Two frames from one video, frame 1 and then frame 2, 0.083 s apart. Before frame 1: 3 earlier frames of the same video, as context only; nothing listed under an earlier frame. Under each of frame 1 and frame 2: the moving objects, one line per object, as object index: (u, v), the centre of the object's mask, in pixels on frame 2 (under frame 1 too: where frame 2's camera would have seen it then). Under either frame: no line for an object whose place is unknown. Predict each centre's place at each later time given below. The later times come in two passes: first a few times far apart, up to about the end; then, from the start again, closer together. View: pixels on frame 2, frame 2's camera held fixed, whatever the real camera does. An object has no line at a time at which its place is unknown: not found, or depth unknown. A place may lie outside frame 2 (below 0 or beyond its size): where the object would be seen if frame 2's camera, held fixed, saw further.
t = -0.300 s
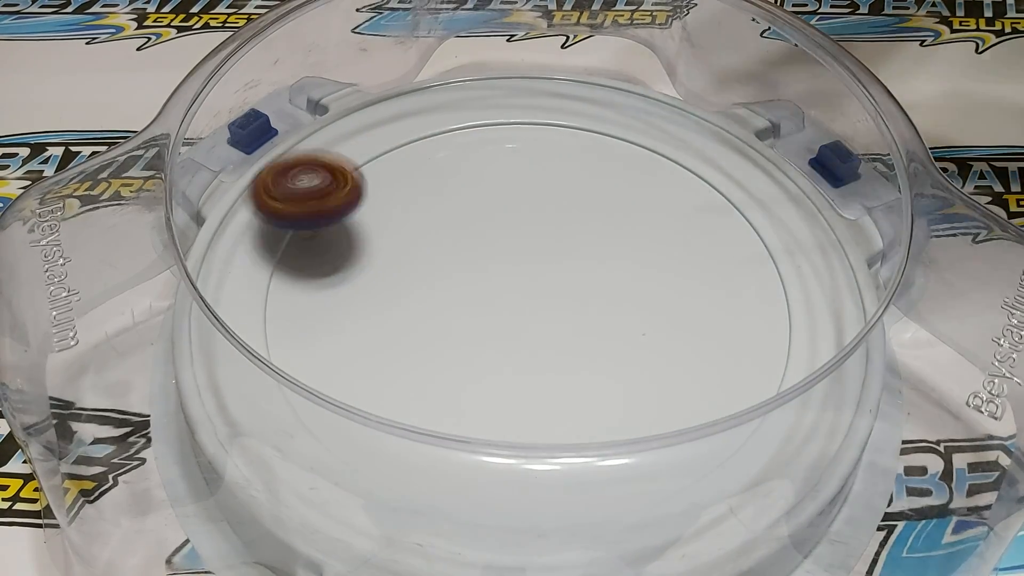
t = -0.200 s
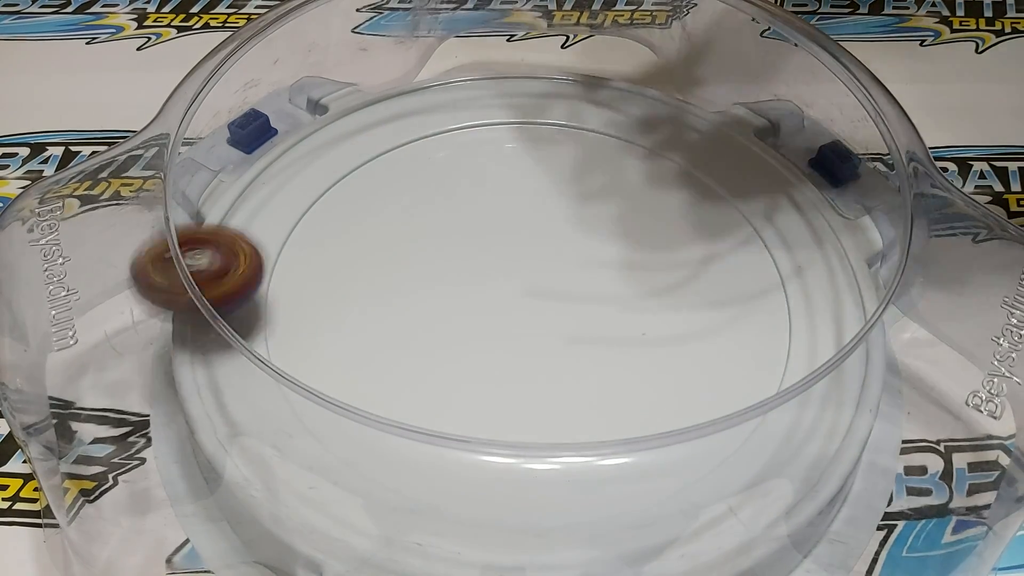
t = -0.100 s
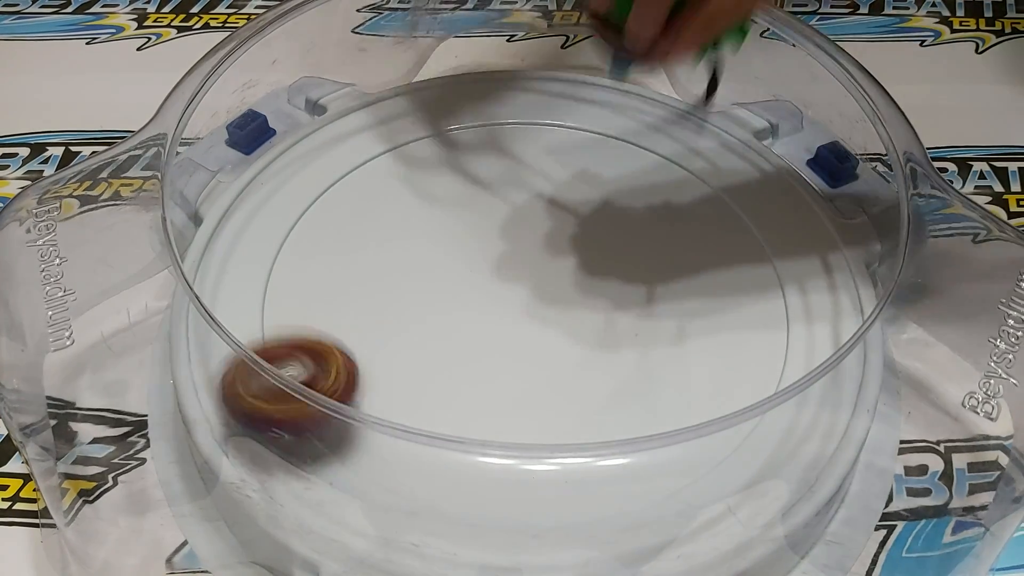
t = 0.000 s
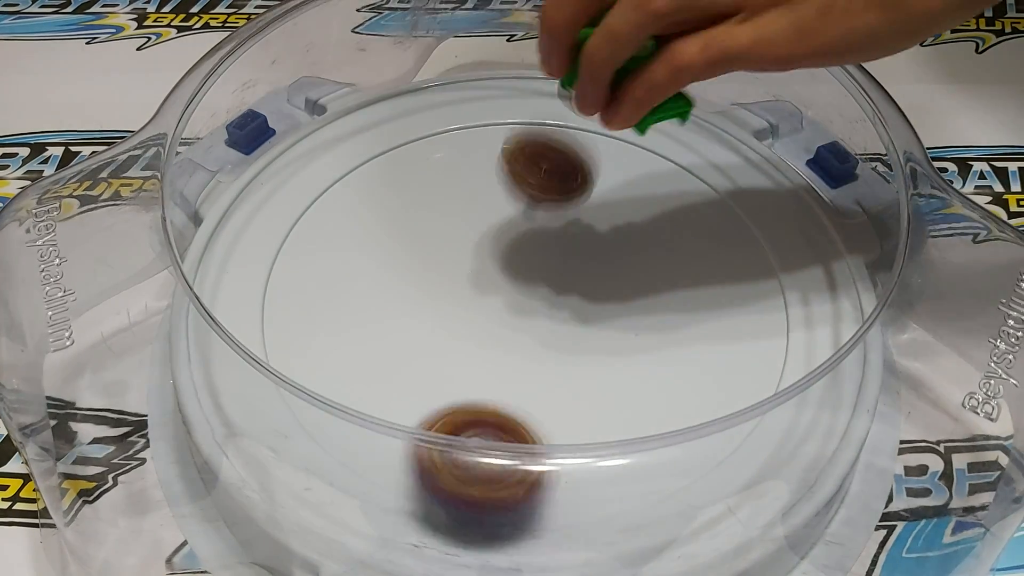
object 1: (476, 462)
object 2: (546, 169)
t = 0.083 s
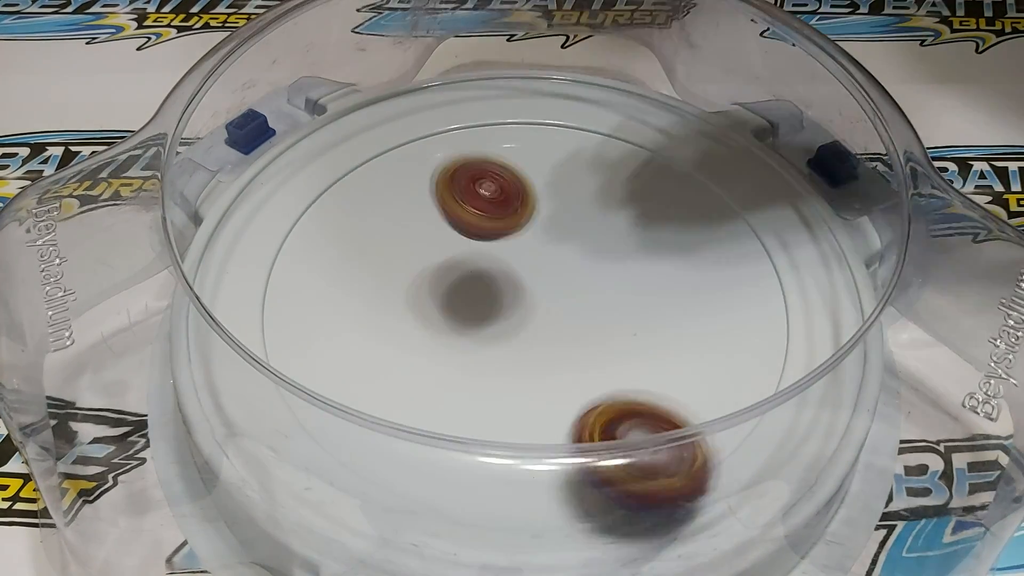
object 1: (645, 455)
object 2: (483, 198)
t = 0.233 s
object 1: (748, 313)
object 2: (359, 336)
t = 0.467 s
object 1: (517, 83)
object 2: (465, 352)
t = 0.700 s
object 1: (384, 258)
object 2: (669, 206)
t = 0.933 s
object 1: (561, 434)
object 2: (619, 157)
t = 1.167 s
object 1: (774, 270)
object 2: (415, 252)
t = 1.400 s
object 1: (560, 145)
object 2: (426, 350)
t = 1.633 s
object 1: (338, 226)
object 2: (664, 317)
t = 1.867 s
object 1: (480, 408)
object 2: (722, 172)
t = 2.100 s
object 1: (701, 314)
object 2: (548, 121)
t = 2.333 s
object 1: (568, 183)
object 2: (323, 228)
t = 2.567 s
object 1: (390, 218)
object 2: (436, 484)
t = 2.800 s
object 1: (445, 343)
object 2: (779, 328)
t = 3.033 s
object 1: (642, 326)
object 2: (556, 104)
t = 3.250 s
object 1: (623, 225)
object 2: (263, 253)
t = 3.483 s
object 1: (475, 208)
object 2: (694, 442)
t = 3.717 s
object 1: (421, 318)
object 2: (567, 104)
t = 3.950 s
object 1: (550, 347)
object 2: (288, 375)
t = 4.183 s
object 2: (748, 213)
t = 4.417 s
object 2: (273, 226)
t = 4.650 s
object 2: (772, 293)
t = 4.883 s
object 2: (302, 187)
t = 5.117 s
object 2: (775, 329)
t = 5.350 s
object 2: (352, 147)
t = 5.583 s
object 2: (717, 417)
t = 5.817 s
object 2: (492, 98)
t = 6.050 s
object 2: (451, 469)
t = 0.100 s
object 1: (671, 447)
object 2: (469, 194)
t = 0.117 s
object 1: (694, 439)
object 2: (455, 194)
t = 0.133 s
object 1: (710, 420)
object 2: (441, 199)
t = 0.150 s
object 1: (724, 403)
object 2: (425, 209)
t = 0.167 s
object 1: (724, 379)
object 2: (410, 224)
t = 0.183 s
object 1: (736, 366)
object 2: (395, 245)
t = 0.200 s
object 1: (746, 349)
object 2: (382, 271)
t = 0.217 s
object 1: (748, 331)
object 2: (370, 301)
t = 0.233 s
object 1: (748, 313)
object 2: (359, 336)
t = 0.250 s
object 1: (745, 292)
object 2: (356, 339)
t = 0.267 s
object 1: (736, 271)
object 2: (356, 333)
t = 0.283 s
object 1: (724, 251)
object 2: (357, 333)
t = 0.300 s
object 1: (712, 232)
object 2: (360, 337)
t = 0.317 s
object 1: (700, 213)
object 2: (362, 346)
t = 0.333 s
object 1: (683, 195)
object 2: (366, 359)
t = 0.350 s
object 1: (665, 179)
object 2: (373, 361)
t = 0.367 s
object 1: (644, 158)
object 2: (383, 360)
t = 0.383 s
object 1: (623, 144)
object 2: (393, 363)
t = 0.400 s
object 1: (603, 134)
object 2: (405, 362)
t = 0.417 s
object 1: (582, 116)
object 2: (419, 362)
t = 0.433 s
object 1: (560, 100)
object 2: (434, 359)
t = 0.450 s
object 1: (539, 89)
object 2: (449, 356)
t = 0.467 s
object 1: (517, 83)
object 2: (465, 352)
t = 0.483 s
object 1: (495, 78)
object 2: (483, 346)
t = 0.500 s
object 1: (471, 69)
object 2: (499, 340)
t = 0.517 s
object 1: (448, 63)
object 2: (517, 332)
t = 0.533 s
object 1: (436, 69)
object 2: (536, 325)
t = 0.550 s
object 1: (431, 82)
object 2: (554, 317)
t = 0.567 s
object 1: (424, 99)
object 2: (570, 306)
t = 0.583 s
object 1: (418, 115)
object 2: (586, 294)
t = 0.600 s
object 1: (411, 135)
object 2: (601, 283)
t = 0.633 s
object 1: (402, 170)
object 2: (628, 259)
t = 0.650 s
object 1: (396, 191)
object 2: (639, 246)
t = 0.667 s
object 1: (391, 216)
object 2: (650, 233)
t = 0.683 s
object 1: (386, 237)
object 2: (661, 221)
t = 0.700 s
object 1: (384, 258)
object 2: (669, 206)
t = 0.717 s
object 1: (382, 282)
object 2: (676, 197)
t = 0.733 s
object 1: (384, 299)
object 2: (682, 184)
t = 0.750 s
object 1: (385, 324)
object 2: (687, 174)
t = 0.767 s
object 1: (389, 342)
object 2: (690, 164)
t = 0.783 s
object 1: (395, 361)
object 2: (692, 154)
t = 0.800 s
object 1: (405, 371)
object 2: (693, 147)
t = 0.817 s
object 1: (419, 381)
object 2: (692, 140)
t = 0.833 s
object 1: (433, 393)
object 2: (686, 138)
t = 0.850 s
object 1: (451, 399)
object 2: (678, 140)
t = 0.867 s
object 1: (471, 405)
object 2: (668, 142)
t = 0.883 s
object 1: (486, 424)
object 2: (657, 144)
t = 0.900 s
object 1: (510, 428)
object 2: (646, 148)
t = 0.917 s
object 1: (536, 429)
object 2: (633, 152)
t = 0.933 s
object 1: (561, 434)
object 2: (619, 157)
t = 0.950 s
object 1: (589, 428)
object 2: (606, 163)
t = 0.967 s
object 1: (615, 429)
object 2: (592, 170)
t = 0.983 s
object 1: (641, 421)
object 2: (577, 175)
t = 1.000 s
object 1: (664, 411)
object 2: (561, 181)
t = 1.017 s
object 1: (686, 401)
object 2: (546, 189)
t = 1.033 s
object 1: (700, 383)
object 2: (530, 195)
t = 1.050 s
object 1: (720, 372)
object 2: (514, 204)
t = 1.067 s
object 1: (740, 359)
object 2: (499, 210)
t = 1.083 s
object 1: (755, 345)
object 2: (483, 216)
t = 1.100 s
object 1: (766, 330)
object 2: (468, 223)
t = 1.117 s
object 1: (774, 317)
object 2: (454, 230)
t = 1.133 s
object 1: (777, 299)
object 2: (440, 237)
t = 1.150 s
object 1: (776, 282)
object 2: (427, 245)
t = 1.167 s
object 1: (774, 270)
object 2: (415, 252)
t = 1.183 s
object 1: (769, 253)
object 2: (405, 259)
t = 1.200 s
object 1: (760, 239)
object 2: (395, 266)
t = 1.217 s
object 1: (751, 228)
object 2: (388, 274)
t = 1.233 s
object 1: (740, 214)
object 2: (382, 281)
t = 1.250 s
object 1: (727, 205)
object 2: (378, 289)
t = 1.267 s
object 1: (712, 193)
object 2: (376, 296)
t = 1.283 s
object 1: (695, 181)
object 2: (375, 304)
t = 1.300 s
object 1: (678, 176)
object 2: (377, 312)
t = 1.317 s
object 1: (659, 166)
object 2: (380, 319)
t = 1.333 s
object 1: (640, 161)
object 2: (385, 326)
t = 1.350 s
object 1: (620, 156)
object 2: (393, 333)
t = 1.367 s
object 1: (600, 151)
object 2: (401, 339)
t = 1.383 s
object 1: (579, 148)
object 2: (412, 345)
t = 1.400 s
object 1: (560, 145)
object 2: (426, 350)
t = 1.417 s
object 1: (540, 144)
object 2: (438, 355)
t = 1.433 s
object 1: (519, 143)
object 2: (453, 357)
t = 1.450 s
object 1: (499, 145)
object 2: (469, 360)
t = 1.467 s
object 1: (479, 148)
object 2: (487, 362)
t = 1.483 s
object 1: (461, 149)
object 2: (504, 362)
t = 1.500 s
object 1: (444, 153)
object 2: (522, 361)
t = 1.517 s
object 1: (428, 159)
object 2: (541, 360)
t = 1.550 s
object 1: (395, 174)
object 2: (579, 352)
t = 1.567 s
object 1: (380, 181)
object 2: (597, 347)
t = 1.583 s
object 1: (367, 191)
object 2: (615, 341)
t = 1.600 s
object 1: (354, 205)
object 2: (632, 334)
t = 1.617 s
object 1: (346, 213)
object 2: (649, 326)
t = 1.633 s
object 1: (338, 226)
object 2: (664, 317)
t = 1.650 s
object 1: (331, 242)
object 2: (679, 307)
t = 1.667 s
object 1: (327, 255)
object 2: (691, 298)
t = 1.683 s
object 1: (325, 272)
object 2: (702, 287)
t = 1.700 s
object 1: (326, 287)
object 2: (713, 275)
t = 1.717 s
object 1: (331, 303)
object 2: (720, 264)
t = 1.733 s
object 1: (337, 324)
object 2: (727, 253)
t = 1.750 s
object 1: (348, 342)
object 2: (733, 240)
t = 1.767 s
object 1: (362, 356)
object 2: (736, 230)
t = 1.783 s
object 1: (379, 370)
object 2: (737, 220)
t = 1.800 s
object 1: (398, 380)
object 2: (737, 209)
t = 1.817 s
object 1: (419, 391)
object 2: (736, 198)
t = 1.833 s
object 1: (438, 398)
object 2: (733, 190)
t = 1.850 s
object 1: (455, 414)
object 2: (728, 181)
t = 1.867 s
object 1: (480, 408)
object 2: (722, 172)
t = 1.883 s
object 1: (502, 409)
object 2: (715, 165)
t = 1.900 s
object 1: (524, 411)
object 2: (707, 158)
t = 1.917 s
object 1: (547, 413)
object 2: (698, 151)
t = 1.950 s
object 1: (592, 408)
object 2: (677, 140)
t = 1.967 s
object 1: (612, 403)
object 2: (666, 136)
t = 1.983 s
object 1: (631, 396)
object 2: (653, 132)
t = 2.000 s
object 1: (649, 389)
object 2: (640, 129)
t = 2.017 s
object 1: (665, 381)
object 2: (626, 126)
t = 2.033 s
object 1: (679, 368)
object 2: (611, 124)
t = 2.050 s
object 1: (690, 356)
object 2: (596, 123)
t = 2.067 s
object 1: (695, 342)
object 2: (580, 122)
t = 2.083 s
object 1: (700, 331)
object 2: (564, 122)
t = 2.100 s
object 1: (701, 314)
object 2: (548, 121)
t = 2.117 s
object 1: (701, 300)
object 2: (531, 122)
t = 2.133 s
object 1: (699, 289)
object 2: (514, 122)
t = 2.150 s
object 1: (696, 274)
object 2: (496, 124)
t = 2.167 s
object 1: (690, 263)
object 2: (478, 127)
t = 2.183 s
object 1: (683, 251)
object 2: (459, 132)
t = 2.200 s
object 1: (674, 239)
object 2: (441, 137)
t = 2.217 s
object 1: (663, 232)
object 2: (423, 143)
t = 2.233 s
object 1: (652, 223)
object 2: (405, 151)
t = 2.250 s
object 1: (639, 214)
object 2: (389, 161)
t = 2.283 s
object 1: (612, 199)
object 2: (358, 185)
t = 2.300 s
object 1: (598, 194)
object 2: (346, 198)
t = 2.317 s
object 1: (584, 187)
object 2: (334, 213)
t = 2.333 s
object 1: (568, 183)
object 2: (323, 228)
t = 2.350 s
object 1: (552, 178)
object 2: (315, 246)
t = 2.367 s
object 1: (538, 175)
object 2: (309, 265)
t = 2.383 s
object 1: (524, 173)
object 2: (305, 284)
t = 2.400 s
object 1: (510, 169)
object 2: (303, 303)
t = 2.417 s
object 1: (494, 169)
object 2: (305, 323)
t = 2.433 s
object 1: (479, 173)
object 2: (311, 339)
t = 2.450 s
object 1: (465, 174)
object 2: (313, 363)
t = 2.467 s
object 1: (451, 178)
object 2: (322, 384)
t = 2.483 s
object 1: (437, 182)
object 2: (334, 404)
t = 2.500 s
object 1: (427, 186)
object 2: (348, 423)
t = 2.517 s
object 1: (417, 192)
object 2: (368, 441)
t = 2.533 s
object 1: (408, 199)
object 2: (387, 460)
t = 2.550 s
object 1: (399, 207)
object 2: (409, 476)
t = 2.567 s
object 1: (390, 218)
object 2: (436, 484)
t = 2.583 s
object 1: (382, 228)
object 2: (468, 488)
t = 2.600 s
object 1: (377, 240)
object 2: (501, 490)
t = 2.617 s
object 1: (372, 251)
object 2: (531, 488)
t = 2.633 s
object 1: (371, 261)
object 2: (567, 485)
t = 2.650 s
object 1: (371, 274)
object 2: (597, 480)
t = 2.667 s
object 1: (373, 282)
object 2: (630, 472)
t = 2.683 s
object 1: (377, 292)
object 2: (661, 462)
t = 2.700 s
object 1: (381, 299)
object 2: (690, 449)
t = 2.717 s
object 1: (387, 310)
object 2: (715, 435)
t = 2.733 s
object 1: (395, 318)
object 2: (737, 416)
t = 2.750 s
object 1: (405, 324)
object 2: (750, 396)
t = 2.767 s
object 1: (417, 332)
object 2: (761, 372)
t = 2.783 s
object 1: (431, 337)
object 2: (769, 348)
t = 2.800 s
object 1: (445, 343)
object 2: (779, 328)
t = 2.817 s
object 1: (461, 348)
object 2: (785, 304)
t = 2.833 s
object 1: (477, 351)
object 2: (783, 281)
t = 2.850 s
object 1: (491, 354)
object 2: (777, 259)
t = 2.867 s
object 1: (507, 356)
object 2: (768, 237)
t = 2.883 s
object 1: (523, 361)
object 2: (758, 216)
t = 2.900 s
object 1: (540, 359)
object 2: (743, 197)
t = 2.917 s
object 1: (557, 360)
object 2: (725, 179)
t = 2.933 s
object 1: (573, 357)
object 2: (708, 164)
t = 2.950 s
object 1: (588, 352)
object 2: (684, 148)
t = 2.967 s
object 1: (600, 348)
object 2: (663, 135)
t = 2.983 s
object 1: (613, 343)
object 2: (638, 125)
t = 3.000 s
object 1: (624, 340)
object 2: (611, 117)
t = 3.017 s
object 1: (634, 333)
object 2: (584, 109)
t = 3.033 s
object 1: (642, 326)
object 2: (556, 104)
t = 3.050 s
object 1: (649, 317)
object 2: (528, 103)
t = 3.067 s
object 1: (654, 311)
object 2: (500, 102)
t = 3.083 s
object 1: (656, 303)
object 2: (472, 105)
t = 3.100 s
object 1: (658, 296)
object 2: (445, 107)
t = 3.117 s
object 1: (659, 288)
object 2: (418, 115)
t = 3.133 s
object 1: (659, 279)
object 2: (392, 125)
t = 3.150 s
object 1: (658, 267)
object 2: (368, 135)
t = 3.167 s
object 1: (654, 261)
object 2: (343, 147)
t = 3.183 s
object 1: (649, 254)
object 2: (322, 163)
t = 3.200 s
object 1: (644, 247)
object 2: (304, 182)
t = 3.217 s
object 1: (637, 238)
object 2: (285, 203)
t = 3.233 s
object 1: (630, 232)
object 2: (270, 225)
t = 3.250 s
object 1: (623, 225)
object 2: (263, 253)
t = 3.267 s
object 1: (613, 217)
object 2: (259, 280)
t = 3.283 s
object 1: (603, 213)
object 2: (263, 304)
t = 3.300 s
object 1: (592, 208)
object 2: (265, 336)
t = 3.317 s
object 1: (583, 206)
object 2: (278, 367)
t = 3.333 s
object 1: (573, 201)
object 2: (298, 399)
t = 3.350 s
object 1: (562, 197)
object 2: (330, 423)
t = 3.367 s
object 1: (551, 194)
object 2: (364, 448)
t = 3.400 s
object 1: (527, 197)
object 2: (452, 486)
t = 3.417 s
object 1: (517, 195)
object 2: (504, 489)
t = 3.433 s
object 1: (505, 199)
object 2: (556, 488)
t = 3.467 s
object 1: (484, 204)
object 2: (652, 465)
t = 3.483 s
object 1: (475, 208)
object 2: (694, 442)
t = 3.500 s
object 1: (466, 215)
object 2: (725, 413)
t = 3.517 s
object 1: (458, 219)
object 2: (750, 385)
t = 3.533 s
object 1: (451, 224)
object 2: (763, 350)
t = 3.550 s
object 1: (444, 229)
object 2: (776, 321)
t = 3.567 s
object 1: (437, 234)
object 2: (776, 288)
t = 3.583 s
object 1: (430, 243)
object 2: (770, 256)
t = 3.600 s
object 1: (424, 253)
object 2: (757, 227)
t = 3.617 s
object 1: (421, 261)
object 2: (742, 201)
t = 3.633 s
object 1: (418, 269)
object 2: (718, 177)
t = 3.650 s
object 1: (415, 277)
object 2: (692, 156)
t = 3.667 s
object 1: (414, 286)
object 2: (665, 137)
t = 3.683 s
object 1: (415, 297)
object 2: (632, 124)
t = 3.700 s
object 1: (417, 307)
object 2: (600, 112)
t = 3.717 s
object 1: (421, 318)
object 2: (567, 104)
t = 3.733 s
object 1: (425, 322)
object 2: (531, 102)
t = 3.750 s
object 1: (430, 329)
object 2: (497, 100)
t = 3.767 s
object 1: (437, 336)
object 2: (461, 101)
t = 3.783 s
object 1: (446, 347)
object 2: (428, 111)
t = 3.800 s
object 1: (455, 353)
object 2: (395, 120)
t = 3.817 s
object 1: (465, 353)
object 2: (363, 133)
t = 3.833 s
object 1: (476, 355)
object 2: (334, 152)
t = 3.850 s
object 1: (486, 358)
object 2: (309, 173)
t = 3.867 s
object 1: (497, 360)
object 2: (286, 198)
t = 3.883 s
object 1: (509, 361)
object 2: (269, 229)
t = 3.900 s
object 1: (522, 357)
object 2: (260, 264)
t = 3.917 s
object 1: (533, 356)
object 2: (261, 297)
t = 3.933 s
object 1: (541, 351)
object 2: (269, 335)
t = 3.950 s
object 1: (550, 347)
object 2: (288, 375)
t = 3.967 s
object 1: (559, 342)
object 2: (321, 413)
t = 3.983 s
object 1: (567, 338)
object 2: (363, 445)
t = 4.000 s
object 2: (415, 481)
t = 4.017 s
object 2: (476, 495)
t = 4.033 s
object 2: (539, 500)
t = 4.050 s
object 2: (601, 476)
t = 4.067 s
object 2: (658, 459)
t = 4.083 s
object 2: (701, 429)
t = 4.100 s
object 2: (733, 392)
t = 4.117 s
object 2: (759, 354)
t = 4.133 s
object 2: (771, 322)
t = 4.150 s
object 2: (773, 284)
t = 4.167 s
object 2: (765, 249)
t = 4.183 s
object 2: (748, 213)
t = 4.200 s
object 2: (728, 184)
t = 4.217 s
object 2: (699, 159)
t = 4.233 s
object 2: (666, 136)
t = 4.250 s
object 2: (632, 120)
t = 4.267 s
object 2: (594, 106)
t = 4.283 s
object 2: (554, 100)
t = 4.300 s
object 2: (512, 97)
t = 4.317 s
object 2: (471, 99)
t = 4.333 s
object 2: (431, 107)
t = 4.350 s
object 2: (393, 120)
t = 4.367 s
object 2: (355, 138)
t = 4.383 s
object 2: (323, 161)
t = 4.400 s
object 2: (295, 190)
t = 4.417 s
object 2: (273, 226)
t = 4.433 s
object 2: (264, 268)
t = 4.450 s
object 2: (271, 311)
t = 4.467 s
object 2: (282, 353)
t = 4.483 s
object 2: (313, 397)
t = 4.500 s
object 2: (362, 435)
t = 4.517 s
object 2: (420, 468)
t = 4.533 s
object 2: (483, 481)
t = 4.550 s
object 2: (551, 483)
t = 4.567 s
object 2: (617, 470)
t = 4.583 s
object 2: (675, 446)
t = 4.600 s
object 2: (716, 411)
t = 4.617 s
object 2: (749, 365)
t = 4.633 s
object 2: (769, 331)
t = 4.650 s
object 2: (772, 293)
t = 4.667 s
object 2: (768, 253)
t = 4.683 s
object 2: (753, 215)
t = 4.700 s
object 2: (730, 182)
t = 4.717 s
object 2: (699, 155)
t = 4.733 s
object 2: (665, 133)
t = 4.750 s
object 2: (626, 115)
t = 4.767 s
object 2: (583, 104)
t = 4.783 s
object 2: (540, 97)
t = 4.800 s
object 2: (497, 97)
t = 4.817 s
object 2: (451, 102)
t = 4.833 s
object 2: (408, 115)
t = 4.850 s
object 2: (370, 129)
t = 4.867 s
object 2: (333, 155)
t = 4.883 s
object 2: (302, 187)
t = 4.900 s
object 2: (280, 225)
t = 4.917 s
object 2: (270, 267)
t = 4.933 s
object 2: (275, 312)
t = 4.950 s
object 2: (295, 352)
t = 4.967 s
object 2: (327, 395)
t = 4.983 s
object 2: (375, 432)
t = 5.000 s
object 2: (433, 469)
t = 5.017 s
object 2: (500, 477)
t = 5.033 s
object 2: (567, 479)
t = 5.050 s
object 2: (630, 463)
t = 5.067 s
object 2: (686, 439)
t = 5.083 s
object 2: (725, 405)
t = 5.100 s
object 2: (750, 365)
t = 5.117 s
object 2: (775, 329)
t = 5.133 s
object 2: (779, 289)
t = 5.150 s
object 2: (775, 251)
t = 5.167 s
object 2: (761, 217)
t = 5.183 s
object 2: (739, 185)
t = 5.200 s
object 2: (707, 158)
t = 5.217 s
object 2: (677, 136)
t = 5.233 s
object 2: (639, 118)
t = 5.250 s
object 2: (599, 105)
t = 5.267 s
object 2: (557, 100)
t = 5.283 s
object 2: (515, 96)
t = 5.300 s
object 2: (470, 100)
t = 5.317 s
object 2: (428, 108)
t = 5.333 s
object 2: (388, 123)
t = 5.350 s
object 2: (352, 147)
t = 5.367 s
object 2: (322, 172)
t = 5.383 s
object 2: (298, 201)
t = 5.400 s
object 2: (281, 245)
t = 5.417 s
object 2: (275, 284)
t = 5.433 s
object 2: (284, 322)
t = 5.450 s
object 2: (304, 365)
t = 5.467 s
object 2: (338, 403)
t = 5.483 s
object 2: (385, 437)
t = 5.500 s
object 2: (440, 460)
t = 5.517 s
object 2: (499, 475)
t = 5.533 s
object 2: (564, 482)
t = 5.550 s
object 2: (624, 469)
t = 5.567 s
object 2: (674, 446)
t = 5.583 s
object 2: (717, 417)
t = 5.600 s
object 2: (748, 385)
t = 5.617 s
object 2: (769, 347)
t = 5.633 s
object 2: (781, 314)
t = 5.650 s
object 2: (783, 277)
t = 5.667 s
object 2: (776, 242)
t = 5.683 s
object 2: (762, 212)
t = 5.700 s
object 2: (740, 183)
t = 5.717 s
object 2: (713, 159)
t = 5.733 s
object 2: (683, 139)
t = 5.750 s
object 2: (649, 121)
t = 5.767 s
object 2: (612, 108)
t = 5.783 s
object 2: (573, 100)
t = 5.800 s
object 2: (533, 97)
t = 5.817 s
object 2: (492, 98)
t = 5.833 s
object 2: (452, 106)
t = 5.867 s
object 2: (378, 133)
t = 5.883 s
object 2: (346, 153)
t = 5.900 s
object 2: (319, 180)
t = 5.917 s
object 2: (297, 208)
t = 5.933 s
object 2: (283, 242)
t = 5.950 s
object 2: (276, 278)
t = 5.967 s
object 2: (281, 316)
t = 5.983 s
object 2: (299, 348)
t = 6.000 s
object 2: (319, 388)
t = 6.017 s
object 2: (355, 420)
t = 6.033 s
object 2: (402, 445)
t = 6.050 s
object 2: (451, 469)
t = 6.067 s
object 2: (505, 484)
